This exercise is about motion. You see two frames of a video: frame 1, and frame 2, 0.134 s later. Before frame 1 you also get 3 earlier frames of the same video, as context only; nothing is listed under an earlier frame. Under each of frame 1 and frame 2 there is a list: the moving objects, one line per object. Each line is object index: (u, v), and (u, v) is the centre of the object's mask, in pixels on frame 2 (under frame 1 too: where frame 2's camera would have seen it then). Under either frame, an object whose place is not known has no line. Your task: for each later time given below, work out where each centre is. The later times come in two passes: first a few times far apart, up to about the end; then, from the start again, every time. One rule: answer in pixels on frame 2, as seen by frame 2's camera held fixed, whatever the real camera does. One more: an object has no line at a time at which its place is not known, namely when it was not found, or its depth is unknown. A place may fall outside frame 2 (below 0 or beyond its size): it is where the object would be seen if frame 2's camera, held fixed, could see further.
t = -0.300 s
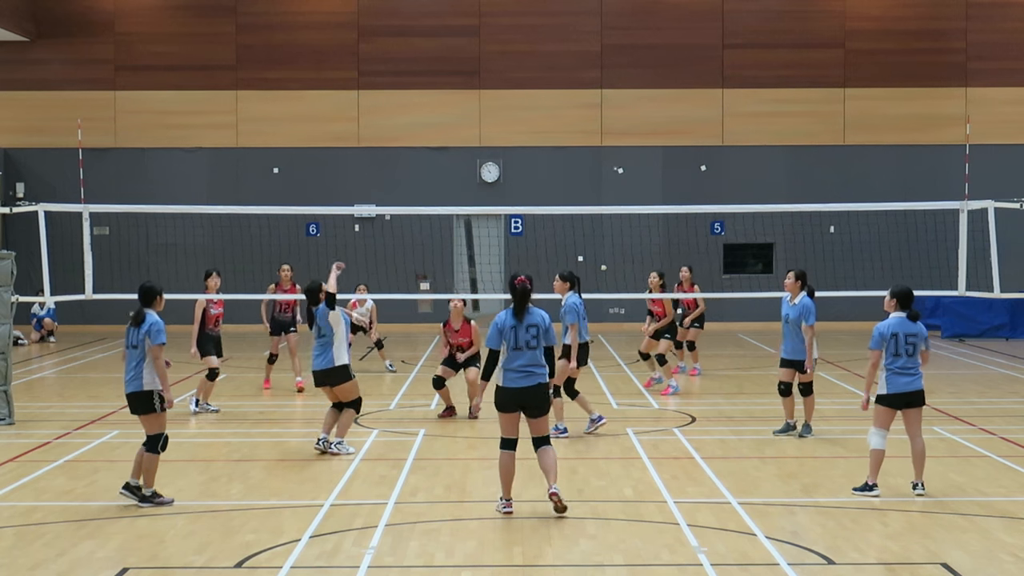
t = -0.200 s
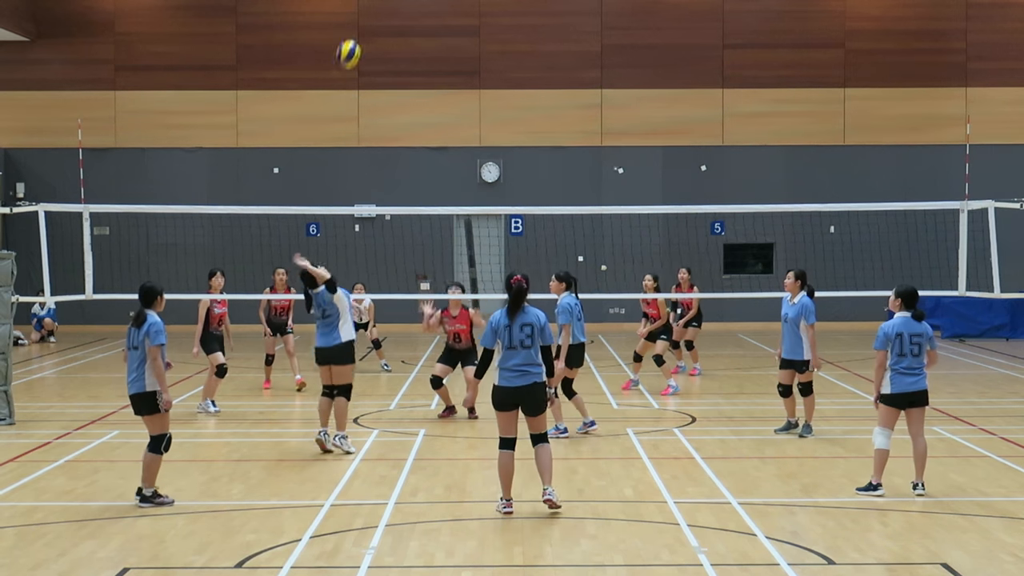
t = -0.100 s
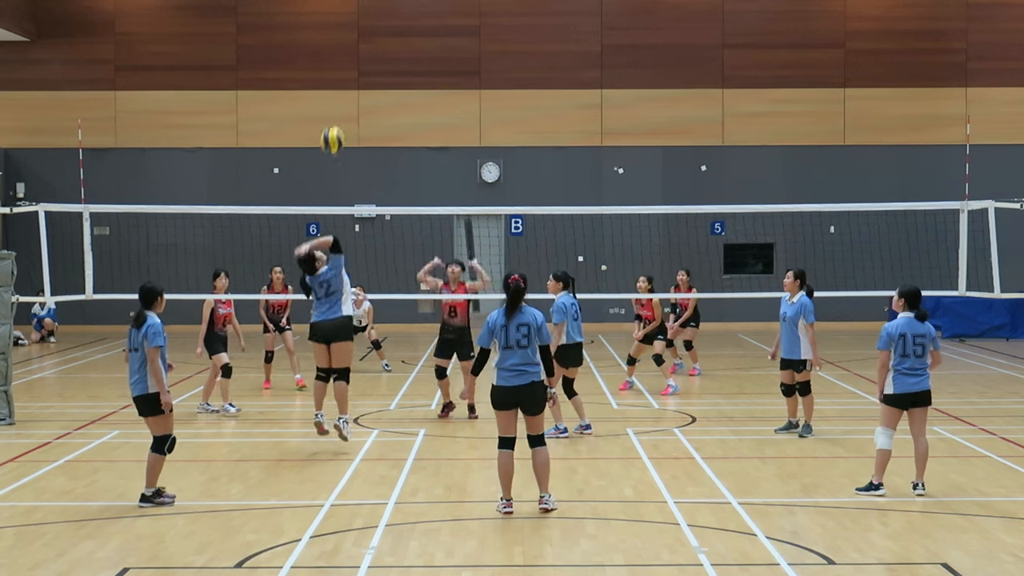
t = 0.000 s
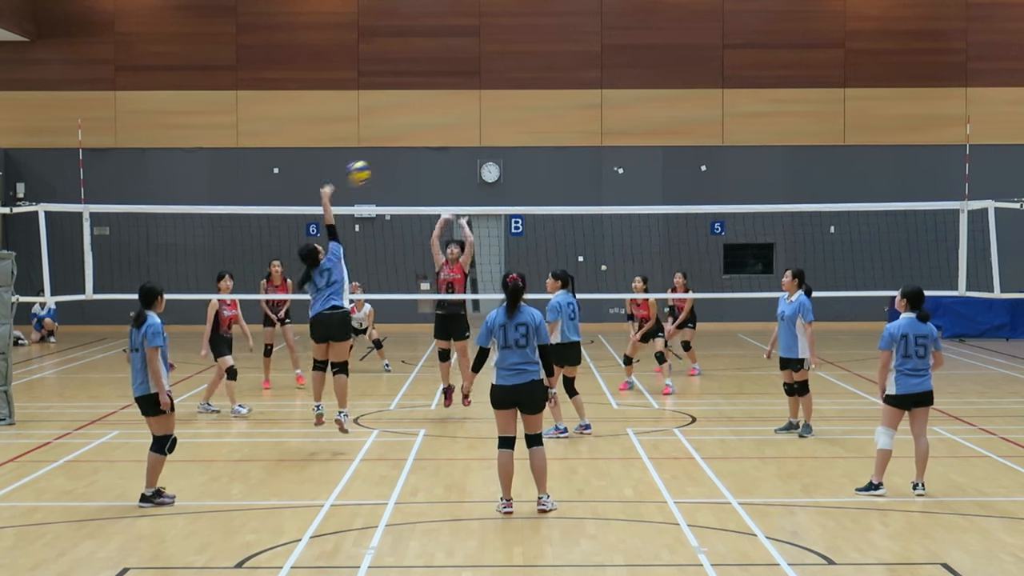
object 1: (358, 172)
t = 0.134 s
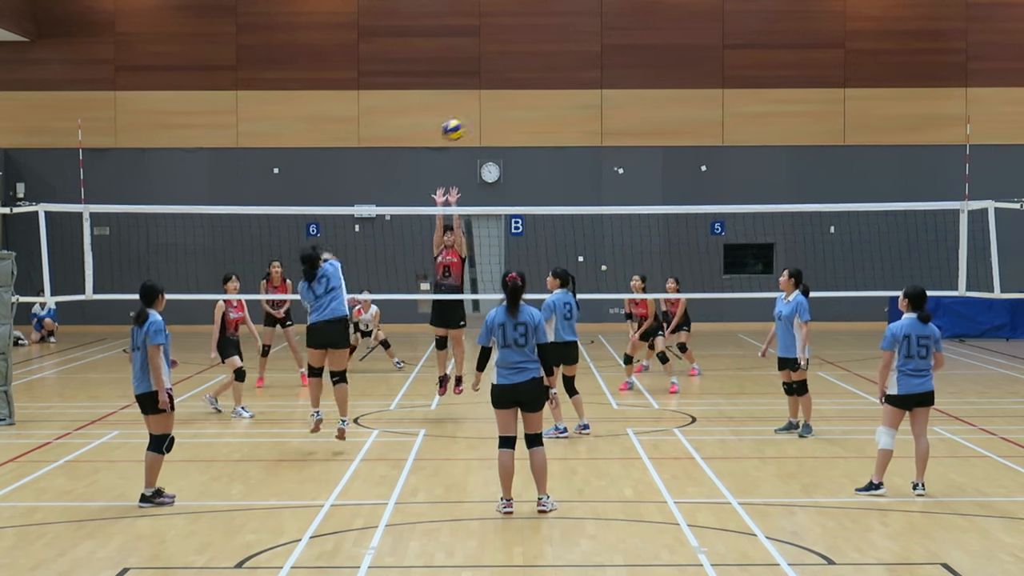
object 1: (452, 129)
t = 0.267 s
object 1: (533, 112)
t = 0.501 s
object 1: (653, 130)
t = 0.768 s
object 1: (760, 200)
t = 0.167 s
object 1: (475, 123)
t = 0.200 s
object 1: (495, 118)
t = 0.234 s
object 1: (515, 115)
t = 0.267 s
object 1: (533, 112)
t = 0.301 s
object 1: (554, 112)
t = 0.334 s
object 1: (572, 112)
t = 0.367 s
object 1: (589, 114)
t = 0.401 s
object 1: (604, 116)
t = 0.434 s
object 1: (622, 120)
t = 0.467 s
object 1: (637, 125)
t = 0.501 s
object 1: (653, 130)
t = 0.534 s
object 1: (667, 137)
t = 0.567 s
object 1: (683, 145)
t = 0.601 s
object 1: (696, 153)
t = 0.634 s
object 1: (710, 162)
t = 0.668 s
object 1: (723, 171)
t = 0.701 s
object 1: (736, 182)
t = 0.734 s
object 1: (748, 193)
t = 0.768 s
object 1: (760, 200)
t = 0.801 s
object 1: (771, 218)
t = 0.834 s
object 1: (783, 229)
